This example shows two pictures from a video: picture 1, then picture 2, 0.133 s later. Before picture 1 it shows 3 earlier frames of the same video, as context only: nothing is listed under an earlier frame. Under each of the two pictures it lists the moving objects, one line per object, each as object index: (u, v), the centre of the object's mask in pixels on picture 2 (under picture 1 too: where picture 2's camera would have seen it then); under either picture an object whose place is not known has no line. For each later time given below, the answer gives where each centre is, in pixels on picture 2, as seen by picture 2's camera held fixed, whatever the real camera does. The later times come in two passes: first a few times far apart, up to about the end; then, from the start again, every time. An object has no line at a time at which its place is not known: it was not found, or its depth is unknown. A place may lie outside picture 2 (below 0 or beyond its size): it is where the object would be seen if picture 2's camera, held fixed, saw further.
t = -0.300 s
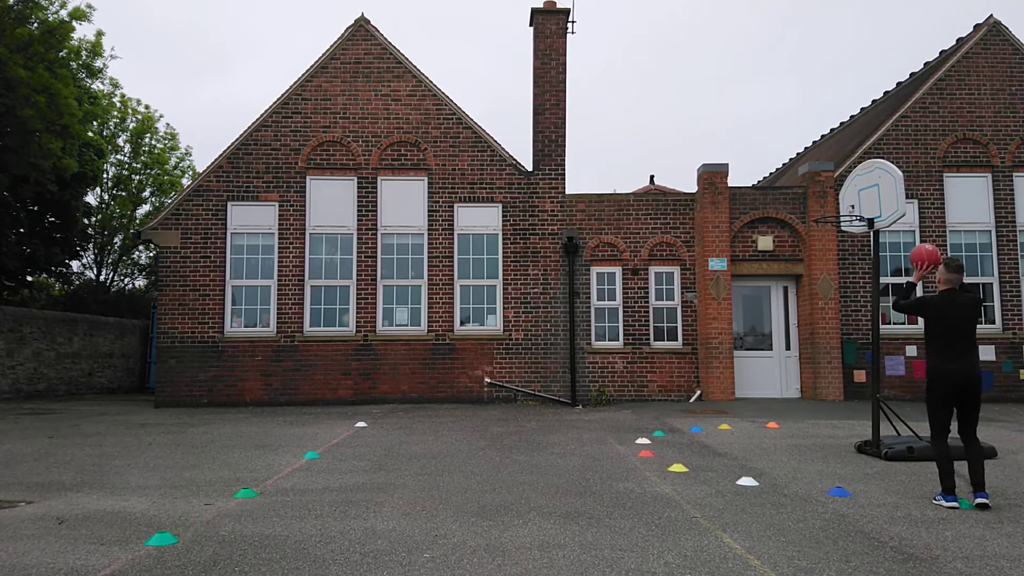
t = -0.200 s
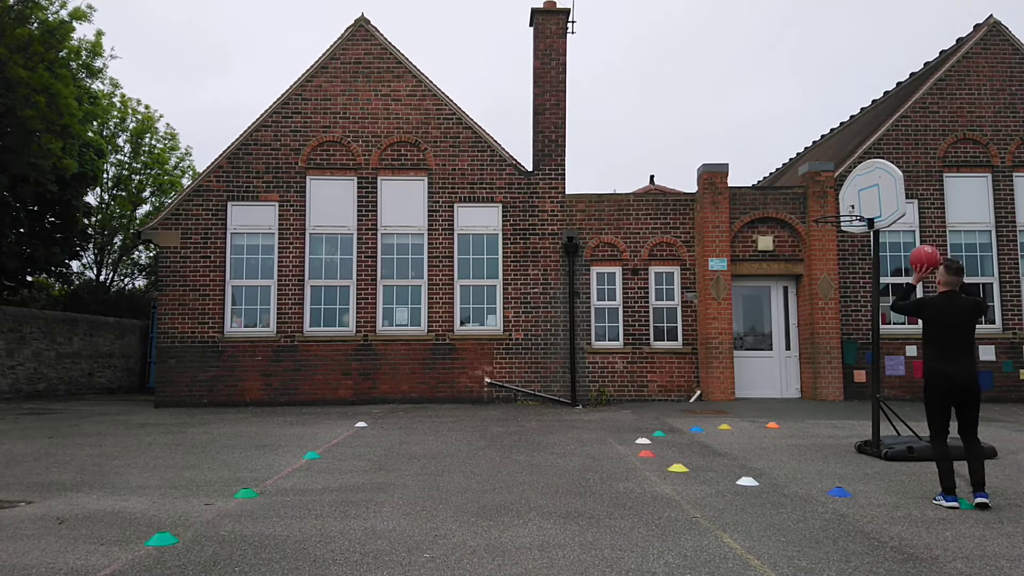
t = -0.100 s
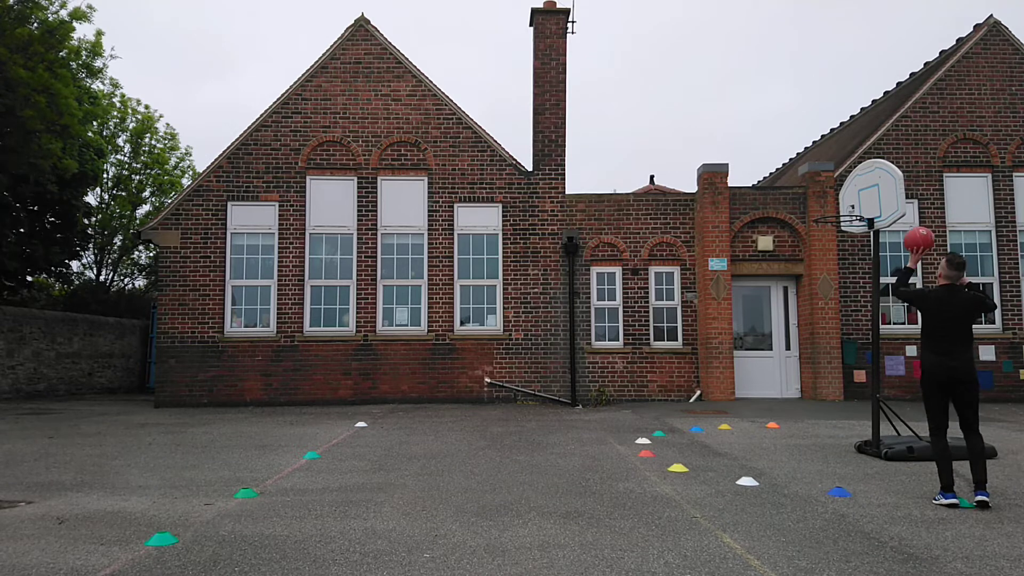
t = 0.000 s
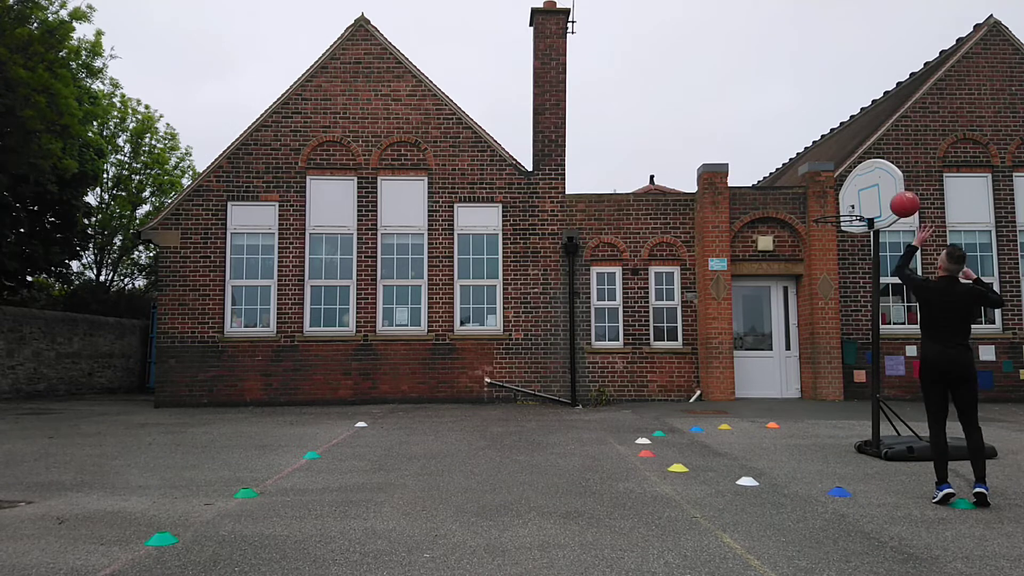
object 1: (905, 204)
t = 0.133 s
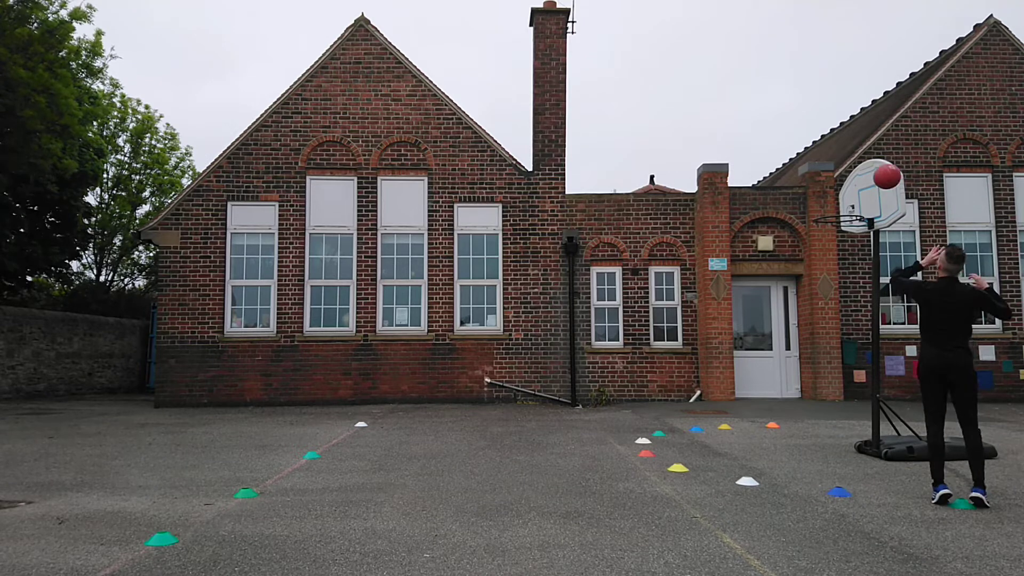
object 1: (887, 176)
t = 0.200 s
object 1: (879, 171)
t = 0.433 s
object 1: (856, 187)
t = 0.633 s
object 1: (849, 190)
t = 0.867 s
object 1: (853, 188)
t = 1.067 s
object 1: (858, 230)
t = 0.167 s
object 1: (883, 173)
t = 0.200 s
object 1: (879, 171)
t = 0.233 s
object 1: (875, 170)
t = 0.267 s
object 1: (872, 170)
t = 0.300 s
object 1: (869, 171)
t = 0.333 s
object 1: (865, 173)
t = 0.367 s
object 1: (862, 177)
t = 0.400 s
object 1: (859, 182)
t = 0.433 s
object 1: (856, 187)
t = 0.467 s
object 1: (853, 194)
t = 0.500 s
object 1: (850, 201)
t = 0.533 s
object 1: (848, 206)
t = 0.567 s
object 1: (848, 200)
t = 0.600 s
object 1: (849, 194)
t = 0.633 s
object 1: (849, 190)
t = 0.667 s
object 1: (849, 186)
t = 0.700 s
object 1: (850, 184)
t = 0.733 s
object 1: (851, 182)
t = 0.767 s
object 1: (851, 182)
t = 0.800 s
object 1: (851, 183)
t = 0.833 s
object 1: (852, 185)
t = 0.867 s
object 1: (853, 188)
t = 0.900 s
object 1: (853, 192)
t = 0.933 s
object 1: (854, 197)
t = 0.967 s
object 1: (855, 204)
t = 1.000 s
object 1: (856, 211)
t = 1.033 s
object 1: (857, 220)
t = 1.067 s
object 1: (858, 230)
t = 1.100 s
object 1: (859, 242)
